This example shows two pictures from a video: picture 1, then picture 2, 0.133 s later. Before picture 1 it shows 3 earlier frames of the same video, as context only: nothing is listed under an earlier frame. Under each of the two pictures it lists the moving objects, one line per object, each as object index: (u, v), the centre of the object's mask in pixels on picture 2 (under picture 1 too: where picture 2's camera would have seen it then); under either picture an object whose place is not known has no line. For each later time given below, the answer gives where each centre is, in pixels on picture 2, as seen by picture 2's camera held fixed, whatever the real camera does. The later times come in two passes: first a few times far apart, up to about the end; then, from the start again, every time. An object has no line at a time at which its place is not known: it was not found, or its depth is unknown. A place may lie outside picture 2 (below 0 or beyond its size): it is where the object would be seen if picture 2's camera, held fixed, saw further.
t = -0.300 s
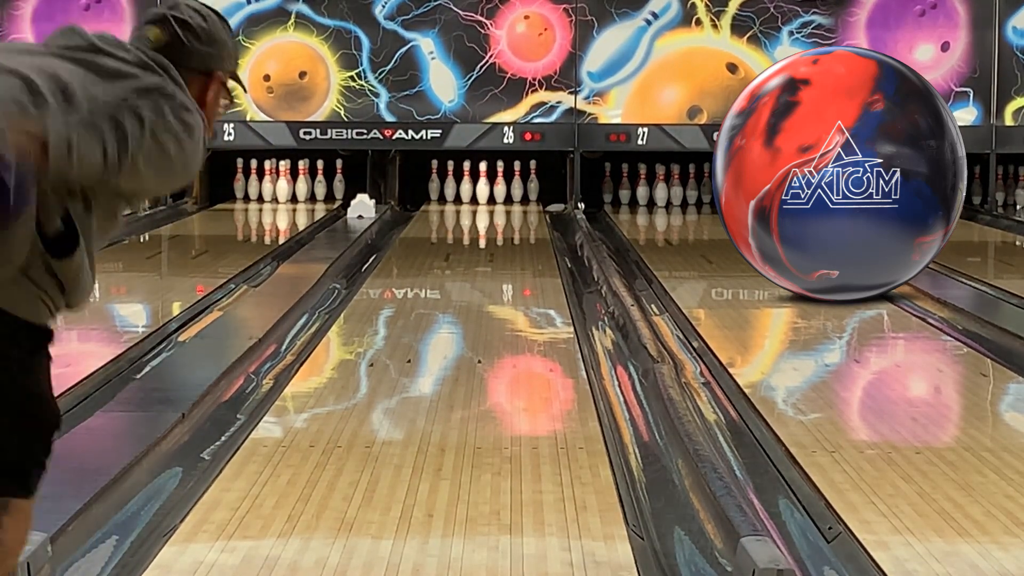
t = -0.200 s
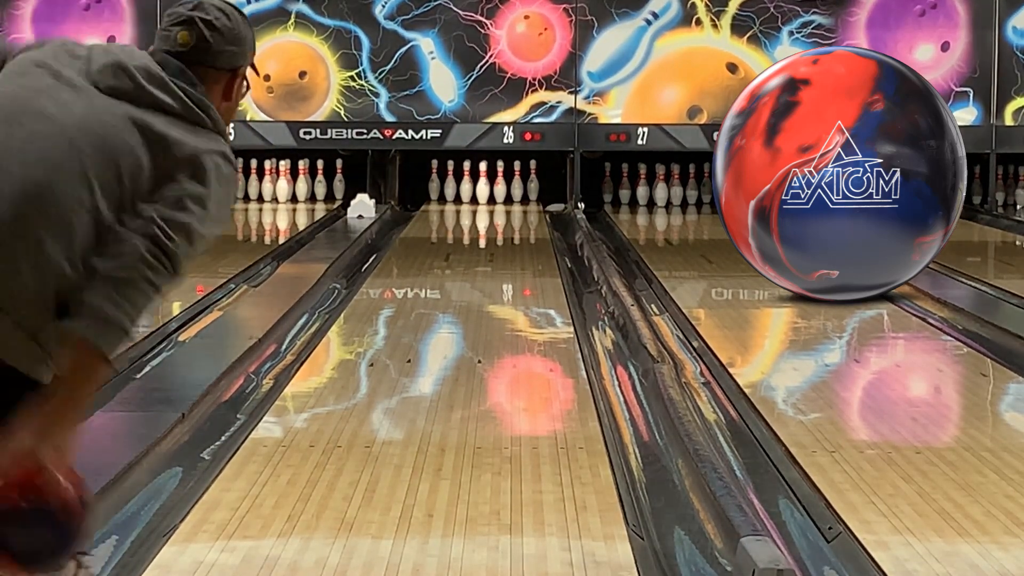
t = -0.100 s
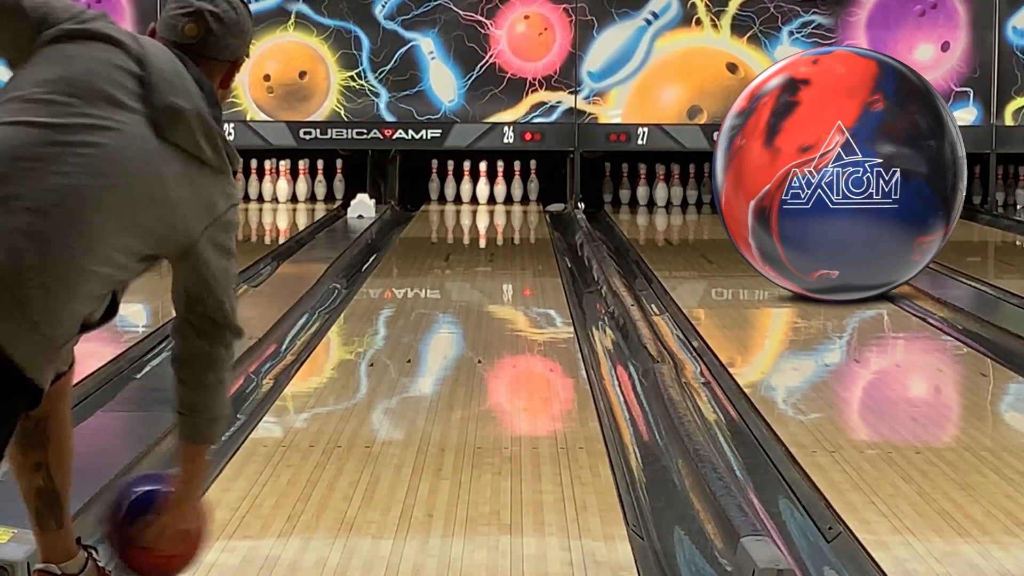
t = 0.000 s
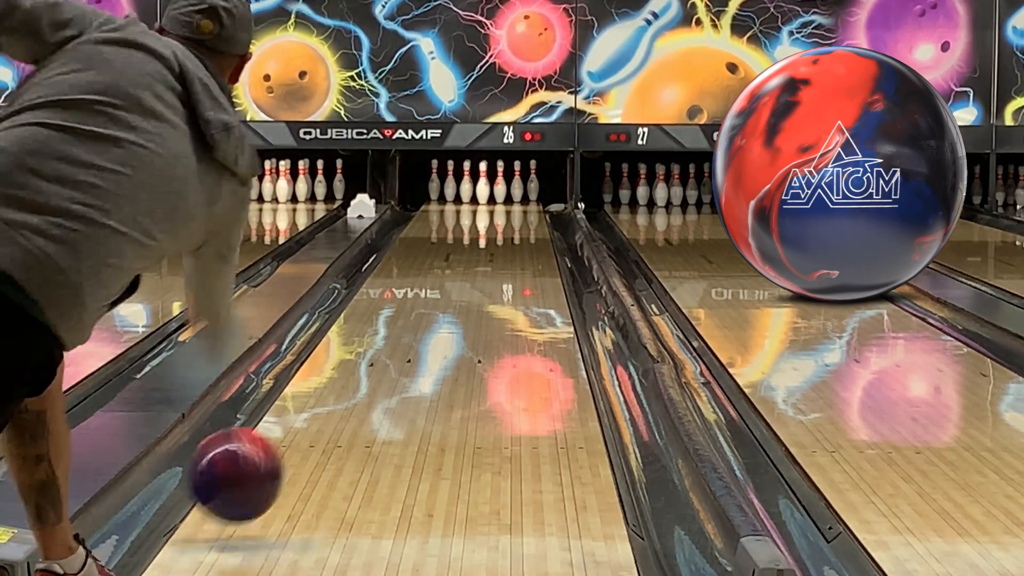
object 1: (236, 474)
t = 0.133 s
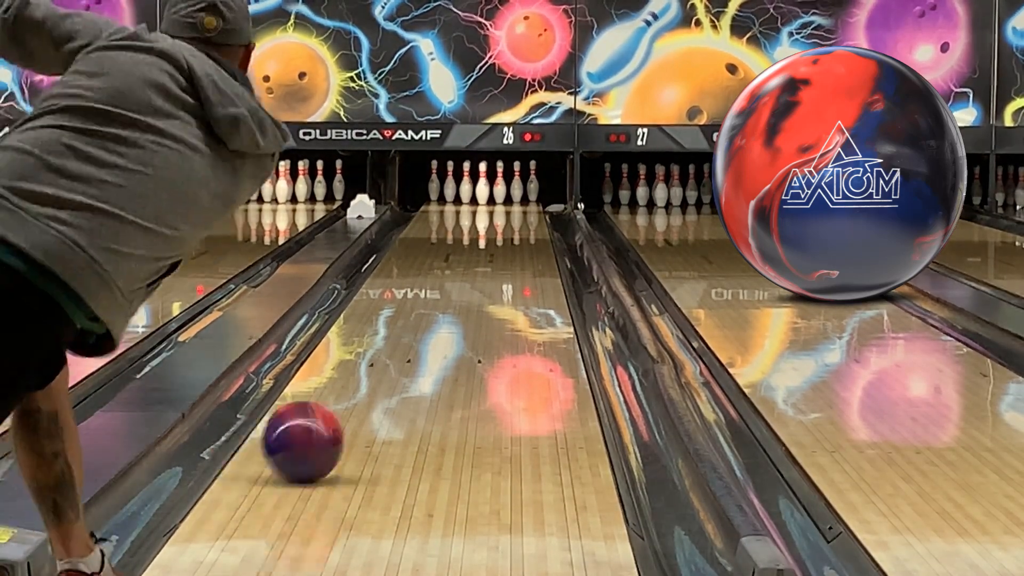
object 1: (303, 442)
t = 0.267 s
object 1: (353, 398)
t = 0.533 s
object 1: (420, 338)
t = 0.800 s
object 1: (463, 298)
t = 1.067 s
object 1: (494, 269)
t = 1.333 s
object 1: (515, 247)
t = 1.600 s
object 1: (530, 230)
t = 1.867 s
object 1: (535, 217)
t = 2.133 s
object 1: (527, 206)
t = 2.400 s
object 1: (506, 198)
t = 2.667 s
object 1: (496, 191)
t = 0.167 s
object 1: (317, 429)
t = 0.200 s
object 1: (329, 419)
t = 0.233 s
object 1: (342, 409)
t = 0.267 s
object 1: (353, 398)
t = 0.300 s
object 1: (363, 390)
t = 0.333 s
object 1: (372, 381)
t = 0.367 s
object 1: (382, 373)
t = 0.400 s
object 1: (390, 365)
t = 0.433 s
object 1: (399, 358)
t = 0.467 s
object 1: (406, 352)
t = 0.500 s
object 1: (413, 345)
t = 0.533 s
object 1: (420, 338)
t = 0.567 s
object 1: (426, 333)
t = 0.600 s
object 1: (433, 327)
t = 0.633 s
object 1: (438, 322)
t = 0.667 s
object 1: (444, 317)
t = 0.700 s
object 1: (449, 312)
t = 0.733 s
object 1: (454, 307)
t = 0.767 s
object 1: (459, 303)
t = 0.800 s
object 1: (463, 298)
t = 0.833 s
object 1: (468, 294)
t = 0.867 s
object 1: (472, 290)
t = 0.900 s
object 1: (476, 287)
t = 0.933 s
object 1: (480, 283)
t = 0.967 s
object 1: (483, 279)
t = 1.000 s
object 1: (487, 276)
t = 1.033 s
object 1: (491, 273)
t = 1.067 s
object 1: (494, 269)
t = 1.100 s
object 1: (496, 266)
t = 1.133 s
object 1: (500, 263)
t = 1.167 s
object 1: (503, 260)
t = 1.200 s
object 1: (505, 257)
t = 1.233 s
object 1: (508, 254)
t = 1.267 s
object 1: (510, 252)
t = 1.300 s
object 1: (513, 249)
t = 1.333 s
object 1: (515, 247)
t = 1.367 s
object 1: (517, 245)
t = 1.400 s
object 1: (519, 242)
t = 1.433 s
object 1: (521, 241)
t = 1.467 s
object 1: (523, 238)
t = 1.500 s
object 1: (525, 236)
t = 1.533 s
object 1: (526, 234)
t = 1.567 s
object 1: (528, 232)
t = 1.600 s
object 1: (530, 230)
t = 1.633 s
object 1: (531, 228)
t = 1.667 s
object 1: (531, 227)
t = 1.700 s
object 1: (533, 225)
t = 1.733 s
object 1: (534, 223)
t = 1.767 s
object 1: (534, 221)
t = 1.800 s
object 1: (535, 220)
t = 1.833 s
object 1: (535, 218)
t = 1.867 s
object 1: (535, 217)
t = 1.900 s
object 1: (534, 216)
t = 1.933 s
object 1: (534, 214)
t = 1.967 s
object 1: (533, 213)
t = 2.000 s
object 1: (533, 211)
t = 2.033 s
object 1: (532, 210)
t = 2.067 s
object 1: (530, 209)
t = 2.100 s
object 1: (529, 208)
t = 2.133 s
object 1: (527, 206)
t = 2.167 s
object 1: (525, 206)
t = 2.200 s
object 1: (523, 204)
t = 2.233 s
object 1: (521, 203)
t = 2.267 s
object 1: (518, 202)
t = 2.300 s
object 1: (515, 201)
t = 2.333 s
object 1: (512, 200)
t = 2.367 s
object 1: (509, 199)
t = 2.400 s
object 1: (506, 198)
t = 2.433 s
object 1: (503, 197)
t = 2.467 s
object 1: (501, 196)
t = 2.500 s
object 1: (498, 195)
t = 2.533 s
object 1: (496, 194)
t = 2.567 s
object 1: (496, 193)
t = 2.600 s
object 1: (496, 192)
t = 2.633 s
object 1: (496, 192)
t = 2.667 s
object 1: (496, 191)
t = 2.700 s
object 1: (496, 190)
